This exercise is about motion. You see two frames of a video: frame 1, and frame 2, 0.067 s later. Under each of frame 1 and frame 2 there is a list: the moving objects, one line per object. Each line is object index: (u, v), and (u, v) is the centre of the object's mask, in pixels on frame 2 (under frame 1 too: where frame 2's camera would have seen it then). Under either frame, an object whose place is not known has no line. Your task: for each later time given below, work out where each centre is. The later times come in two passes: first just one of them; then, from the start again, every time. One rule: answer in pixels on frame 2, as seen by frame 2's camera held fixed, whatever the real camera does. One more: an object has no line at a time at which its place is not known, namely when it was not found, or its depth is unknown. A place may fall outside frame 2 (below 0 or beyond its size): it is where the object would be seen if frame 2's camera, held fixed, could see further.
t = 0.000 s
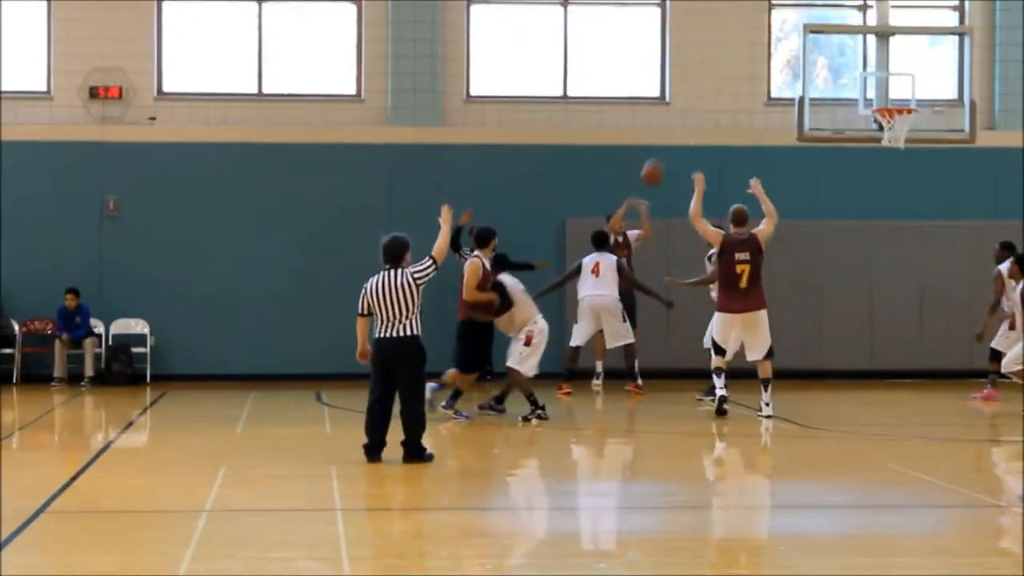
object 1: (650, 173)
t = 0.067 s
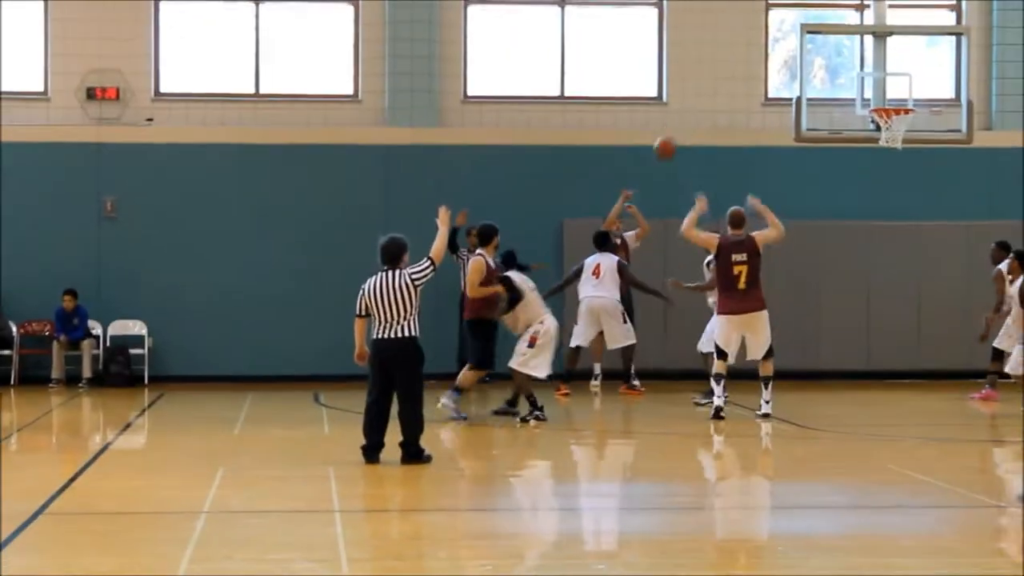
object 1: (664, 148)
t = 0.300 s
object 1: (726, 76)
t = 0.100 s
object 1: (673, 135)
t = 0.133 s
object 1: (682, 122)
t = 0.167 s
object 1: (691, 110)
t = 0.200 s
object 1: (698, 101)
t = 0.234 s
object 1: (708, 92)
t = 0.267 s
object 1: (718, 84)
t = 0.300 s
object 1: (726, 76)
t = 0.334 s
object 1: (737, 67)
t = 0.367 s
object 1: (746, 62)
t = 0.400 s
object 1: (755, 58)
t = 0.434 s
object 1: (764, 55)
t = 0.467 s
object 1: (775, 52)
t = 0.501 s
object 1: (786, 50)
